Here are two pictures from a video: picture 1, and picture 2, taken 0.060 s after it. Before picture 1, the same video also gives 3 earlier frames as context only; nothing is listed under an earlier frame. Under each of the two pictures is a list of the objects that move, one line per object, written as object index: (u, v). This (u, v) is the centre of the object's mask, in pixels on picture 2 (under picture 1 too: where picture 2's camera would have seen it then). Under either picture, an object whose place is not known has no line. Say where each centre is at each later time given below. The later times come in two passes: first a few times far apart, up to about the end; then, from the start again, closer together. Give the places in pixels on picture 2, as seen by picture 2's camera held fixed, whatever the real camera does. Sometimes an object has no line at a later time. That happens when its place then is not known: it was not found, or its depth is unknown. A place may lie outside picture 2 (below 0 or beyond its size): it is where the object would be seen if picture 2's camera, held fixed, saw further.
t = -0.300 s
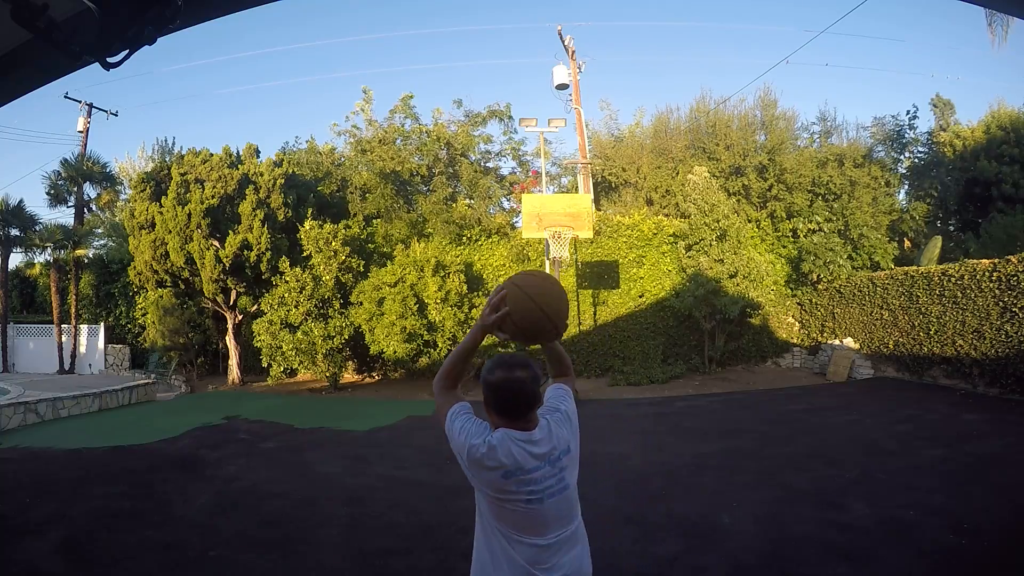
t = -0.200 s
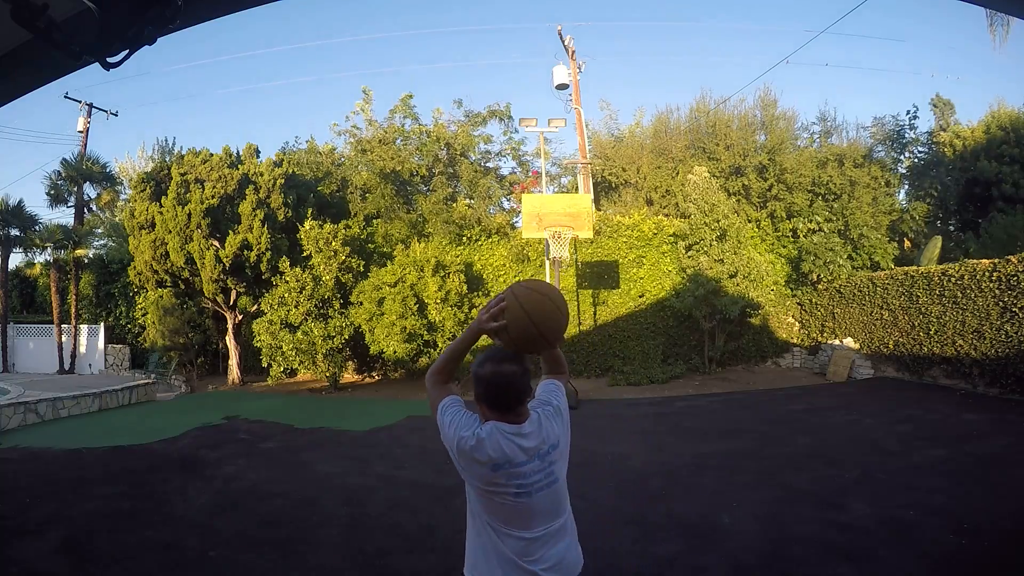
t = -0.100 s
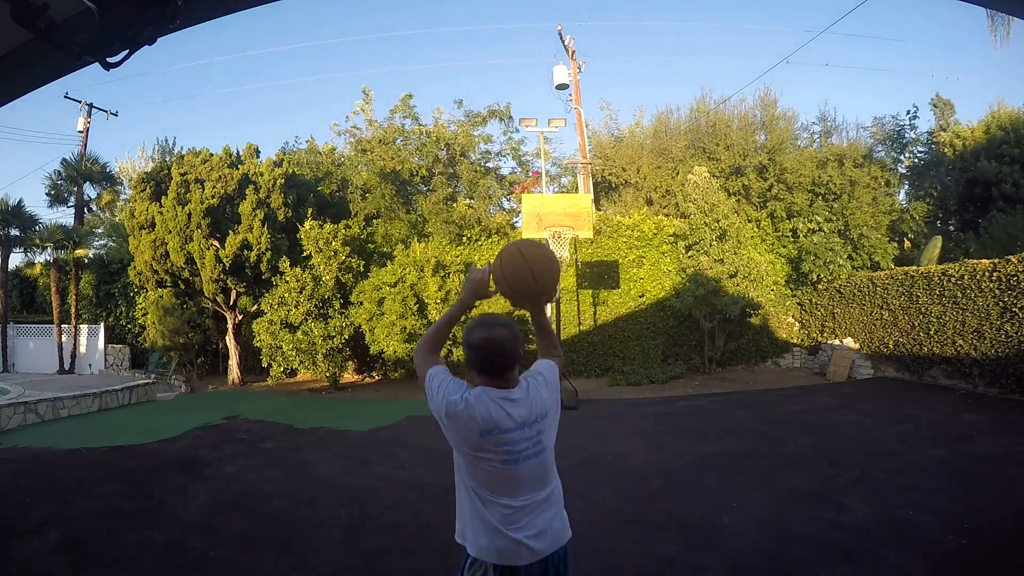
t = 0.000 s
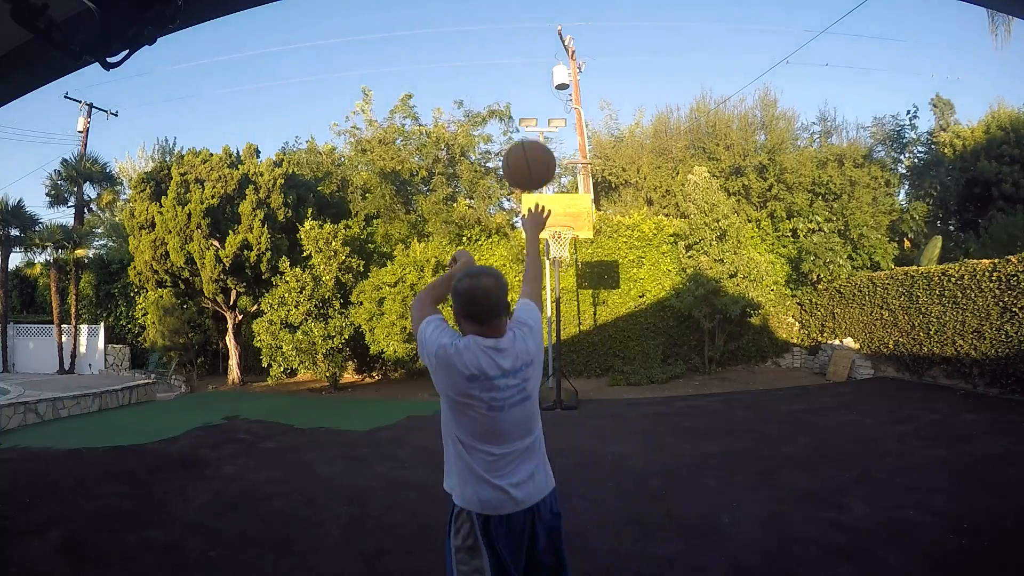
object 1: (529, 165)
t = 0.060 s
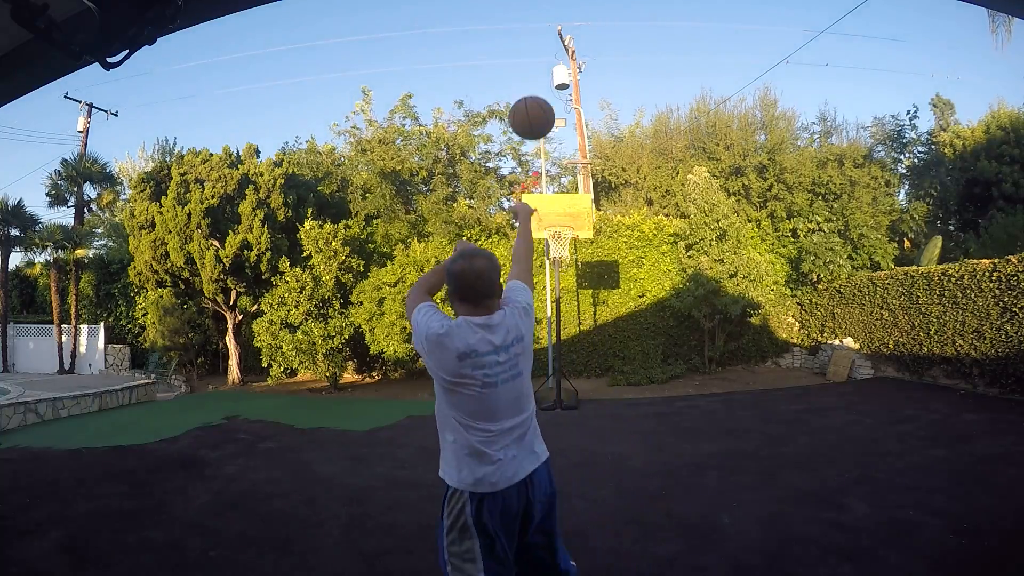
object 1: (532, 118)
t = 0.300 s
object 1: (539, 56)
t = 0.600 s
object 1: (547, 78)
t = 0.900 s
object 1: (555, 146)
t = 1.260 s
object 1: (556, 252)
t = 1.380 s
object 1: (549, 266)
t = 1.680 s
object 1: (531, 349)
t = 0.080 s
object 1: (533, 106)
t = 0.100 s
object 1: (533, 97)
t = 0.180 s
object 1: (536, 71)
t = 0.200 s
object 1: (536, 67)
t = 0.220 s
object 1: (537, 63)
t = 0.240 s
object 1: (538, 61)
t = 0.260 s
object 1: (538, 58)
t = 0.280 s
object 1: (539, 57)
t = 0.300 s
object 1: (539, 56)
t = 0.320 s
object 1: (540, 55)
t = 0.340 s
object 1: (540, 55)
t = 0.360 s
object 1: (541, 55)
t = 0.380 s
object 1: (541, 55)
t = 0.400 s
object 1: (542, 56)
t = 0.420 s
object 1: (542, 57)
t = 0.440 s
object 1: (543, 58)
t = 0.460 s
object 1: (543, 60)
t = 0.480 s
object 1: (544, 62)
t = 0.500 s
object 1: (544, 64)
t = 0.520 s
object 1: (544, 66)
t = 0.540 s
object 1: (545, 69)
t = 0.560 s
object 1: (546, 72)
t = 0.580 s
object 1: (546, 75)
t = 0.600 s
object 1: (547, 78)
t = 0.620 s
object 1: (547, 81)
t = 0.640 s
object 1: (548, 85)
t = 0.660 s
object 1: (548, 89)
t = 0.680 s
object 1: (549, 93)
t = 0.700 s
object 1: (550, 97)
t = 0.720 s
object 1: (550, 101)
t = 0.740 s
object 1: (550, 106)
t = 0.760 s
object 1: (551, 110)
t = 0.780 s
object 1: (552, 115)
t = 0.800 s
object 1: (552, 120)
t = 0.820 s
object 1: (553, 125)
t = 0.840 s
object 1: (553, 130)
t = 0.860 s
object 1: (554, 135)
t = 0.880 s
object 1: (555, 141)
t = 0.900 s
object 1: (555, 146)
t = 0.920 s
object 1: (555, 152)
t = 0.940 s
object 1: (555, 158)
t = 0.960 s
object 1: (556, 164)
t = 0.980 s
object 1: (557, 170)
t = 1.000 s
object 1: (557, 176)
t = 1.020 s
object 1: (557, 182)
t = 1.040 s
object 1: (558, 189)
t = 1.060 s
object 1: (559, 195)
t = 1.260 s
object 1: (556, 252)
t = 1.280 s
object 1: (555, 254)
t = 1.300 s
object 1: (554, 254)
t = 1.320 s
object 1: (553, 256)
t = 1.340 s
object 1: (552, 259)
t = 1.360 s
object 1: (550, 262)
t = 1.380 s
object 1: (549, 266)
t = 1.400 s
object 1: (548, 269)
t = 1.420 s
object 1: (547, 274)
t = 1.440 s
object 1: (545, 278)
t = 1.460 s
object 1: (544, 283)
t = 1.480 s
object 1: (543, 287)
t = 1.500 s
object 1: (542, 293)
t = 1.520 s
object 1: (541, 298)
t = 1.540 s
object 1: (539, 303)
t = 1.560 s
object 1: (539, 309)
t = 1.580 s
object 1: (538, 315)
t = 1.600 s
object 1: (536, 322)
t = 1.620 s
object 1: (535, 327)
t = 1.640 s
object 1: (534, 335)
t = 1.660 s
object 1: (532, 342)
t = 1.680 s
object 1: (531, 349)
